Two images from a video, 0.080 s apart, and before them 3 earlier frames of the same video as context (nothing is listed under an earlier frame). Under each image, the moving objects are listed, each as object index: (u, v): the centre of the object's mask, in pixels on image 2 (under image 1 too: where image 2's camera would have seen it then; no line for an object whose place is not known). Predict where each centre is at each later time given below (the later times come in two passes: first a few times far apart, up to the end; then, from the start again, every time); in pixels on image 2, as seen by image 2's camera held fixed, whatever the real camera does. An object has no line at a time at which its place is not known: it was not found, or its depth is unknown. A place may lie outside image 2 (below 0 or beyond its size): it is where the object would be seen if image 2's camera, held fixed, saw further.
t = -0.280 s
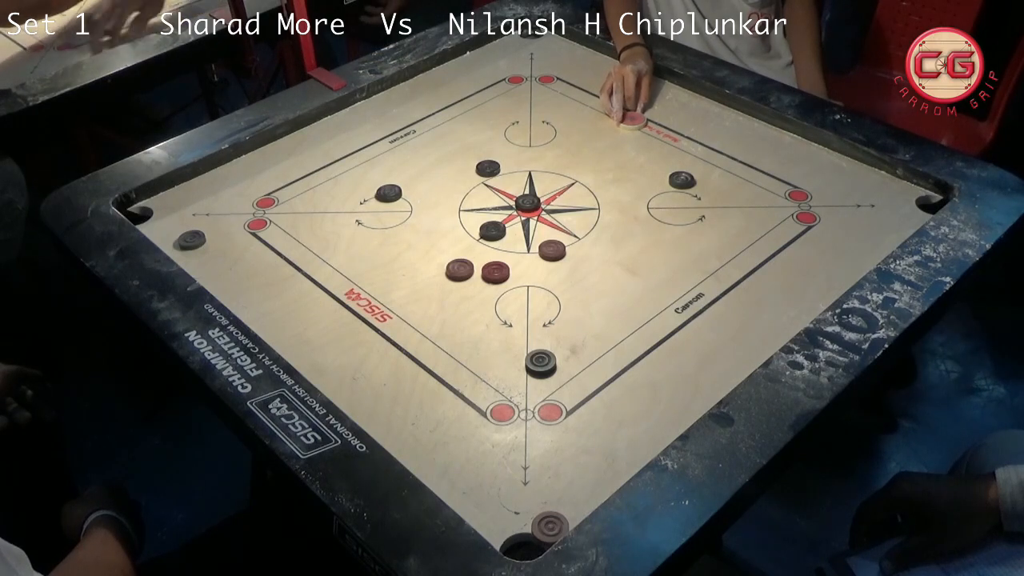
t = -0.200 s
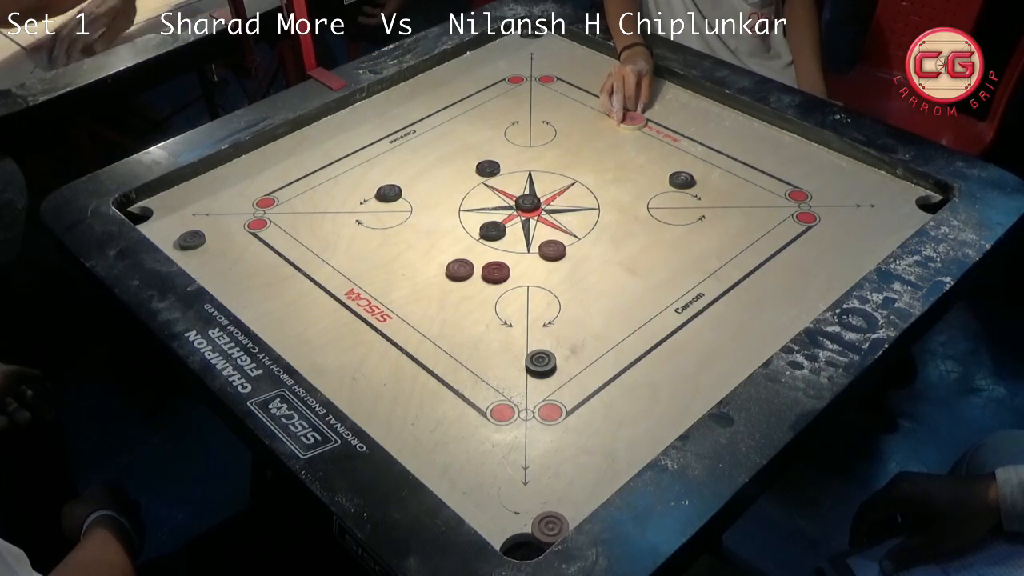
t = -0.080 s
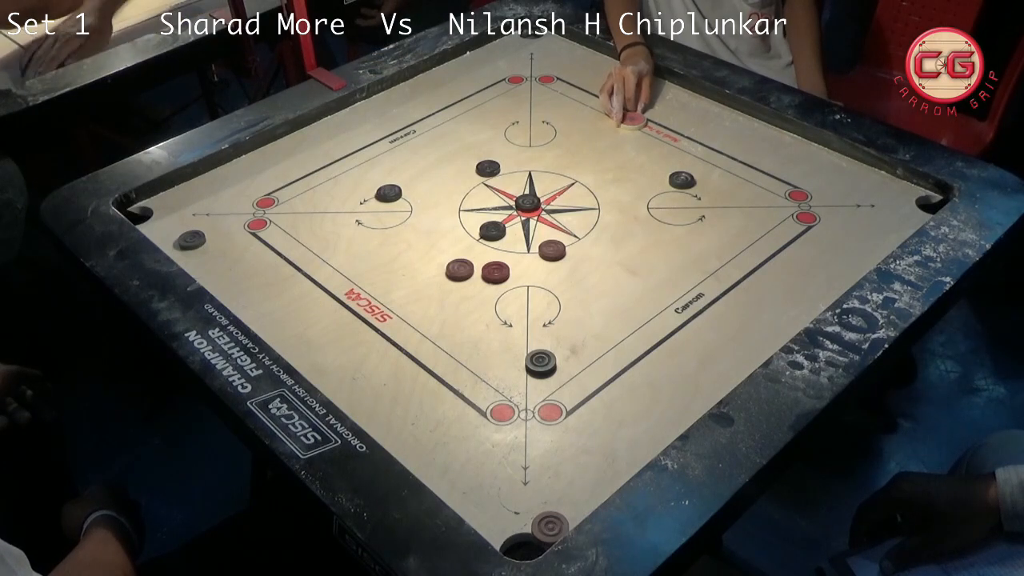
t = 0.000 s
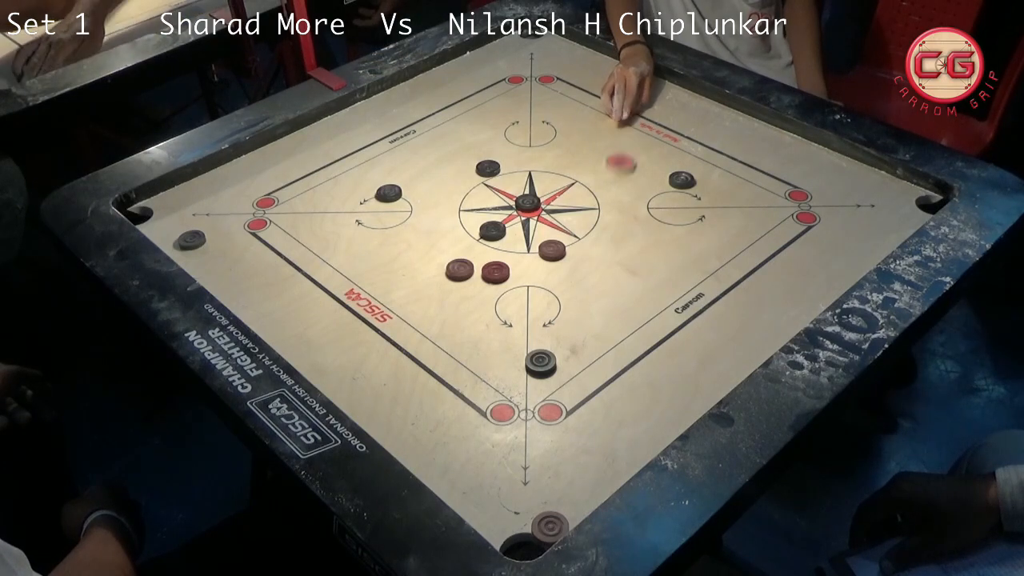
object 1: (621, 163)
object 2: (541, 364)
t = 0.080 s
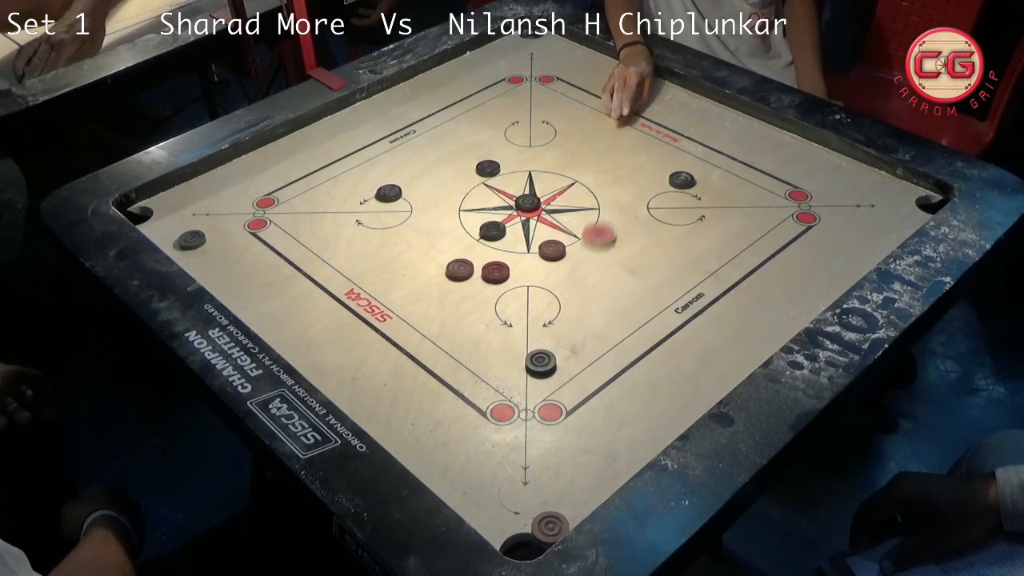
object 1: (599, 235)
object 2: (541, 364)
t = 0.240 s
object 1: (571, 389)
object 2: (463, 435)
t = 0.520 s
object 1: (499, 479)
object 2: (704, 342)
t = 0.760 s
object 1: (425, 452)
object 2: (858, 262)
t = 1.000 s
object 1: (409, 442)
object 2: (920, 209)
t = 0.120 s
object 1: (587, 275)
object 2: (541, 364)
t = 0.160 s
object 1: (574, 319)
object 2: (541, 364)
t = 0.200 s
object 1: (568, 358)
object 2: (518, 385)
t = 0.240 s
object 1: (571, 389)
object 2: (463, 435)
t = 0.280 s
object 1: (576, 423)
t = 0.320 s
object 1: (580, 456)
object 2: (490, 443)
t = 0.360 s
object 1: (583, 489)
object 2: (542, 420)
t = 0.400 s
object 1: (569, 498)
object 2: (587, 397)
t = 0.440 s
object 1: (543, 494)
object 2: (630, 377)
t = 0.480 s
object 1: (520, 486)
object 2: (669, 359)
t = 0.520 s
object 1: (499, 479)
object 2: (704, 342)
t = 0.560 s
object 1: (481, 473)
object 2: (736, 326)
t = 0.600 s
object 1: (466, 468)
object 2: (765, 311)
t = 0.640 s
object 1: (452, 463)
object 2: (792, 298)
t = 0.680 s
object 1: (441, 458)
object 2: (817, 285)
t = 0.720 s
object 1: (432, 455)
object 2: (839, 274)
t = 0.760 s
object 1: (425, 452)
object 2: (858, 262)
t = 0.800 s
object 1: (420, 449)
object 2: (874, 252)
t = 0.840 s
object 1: (415, 446)
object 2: (889, 243)
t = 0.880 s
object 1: (412, 444)
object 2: (899, 233)
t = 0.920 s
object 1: (410, 443)
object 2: (907, 224)
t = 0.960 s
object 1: (409, 442)
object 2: (913, 217)
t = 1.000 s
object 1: (409, 442)
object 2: (920, 209)
